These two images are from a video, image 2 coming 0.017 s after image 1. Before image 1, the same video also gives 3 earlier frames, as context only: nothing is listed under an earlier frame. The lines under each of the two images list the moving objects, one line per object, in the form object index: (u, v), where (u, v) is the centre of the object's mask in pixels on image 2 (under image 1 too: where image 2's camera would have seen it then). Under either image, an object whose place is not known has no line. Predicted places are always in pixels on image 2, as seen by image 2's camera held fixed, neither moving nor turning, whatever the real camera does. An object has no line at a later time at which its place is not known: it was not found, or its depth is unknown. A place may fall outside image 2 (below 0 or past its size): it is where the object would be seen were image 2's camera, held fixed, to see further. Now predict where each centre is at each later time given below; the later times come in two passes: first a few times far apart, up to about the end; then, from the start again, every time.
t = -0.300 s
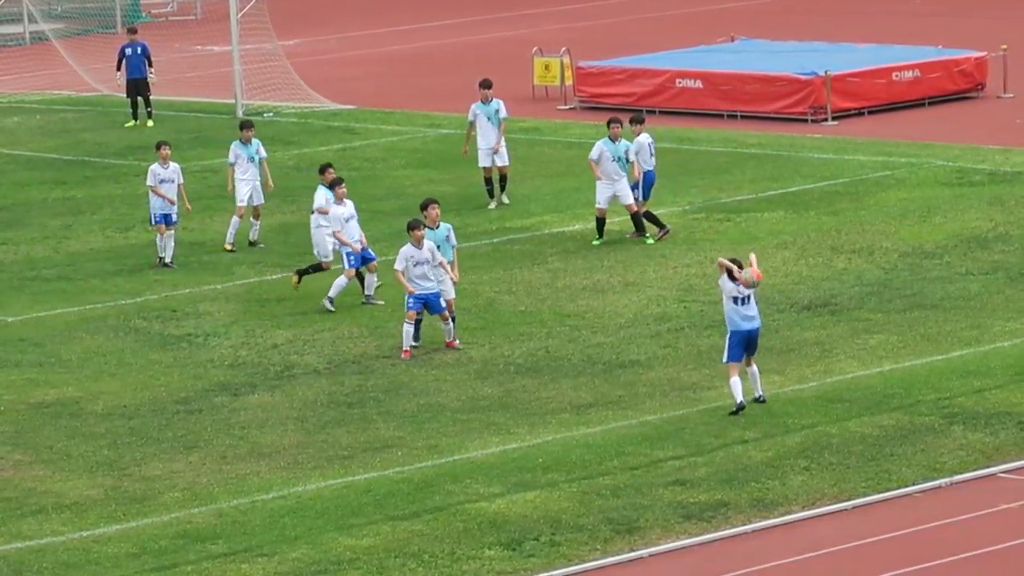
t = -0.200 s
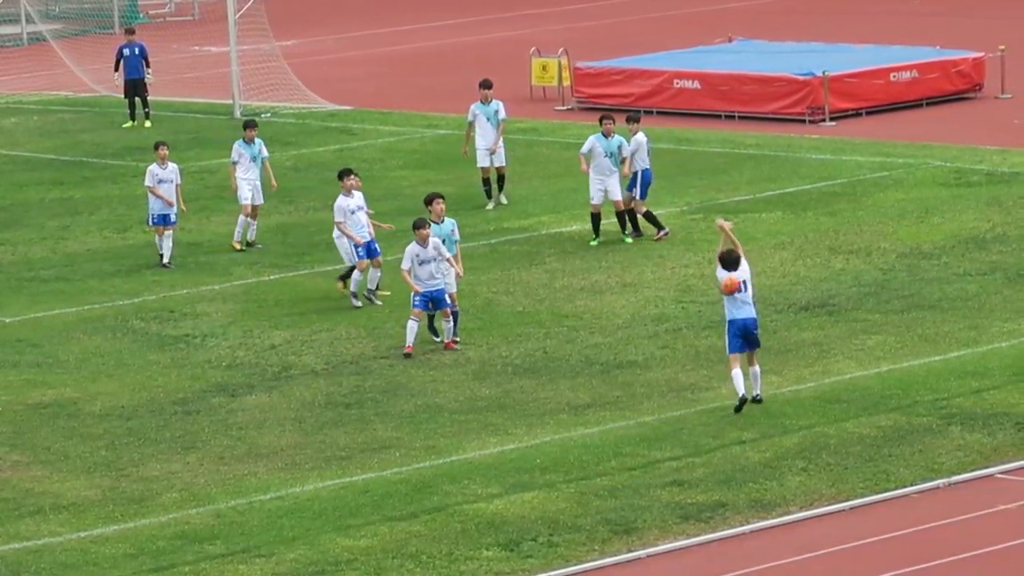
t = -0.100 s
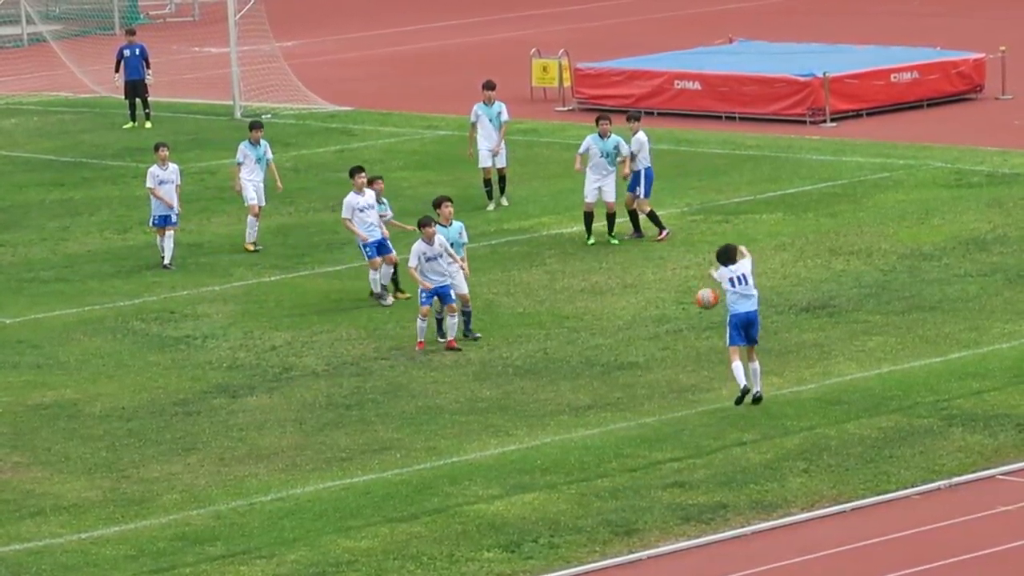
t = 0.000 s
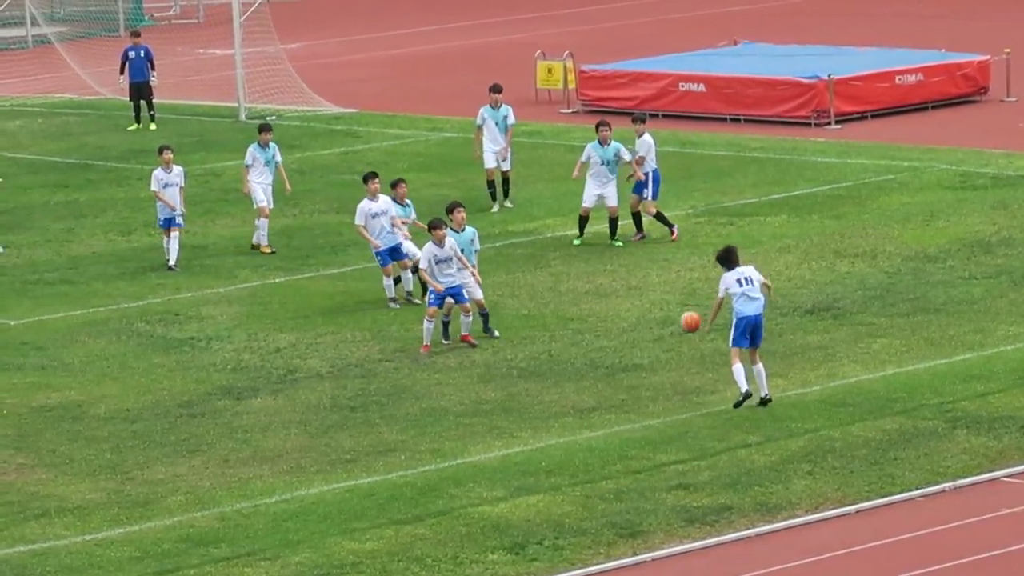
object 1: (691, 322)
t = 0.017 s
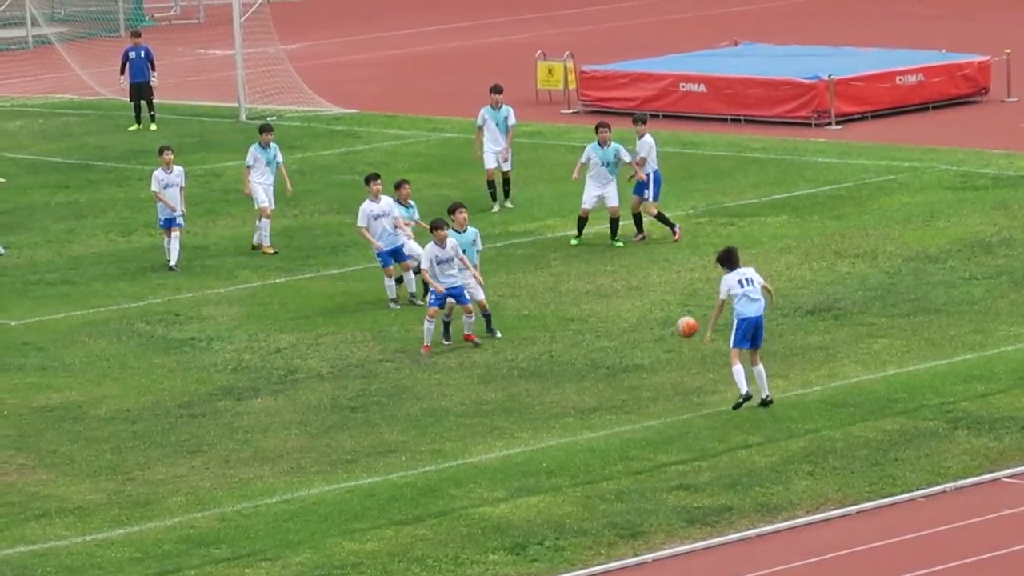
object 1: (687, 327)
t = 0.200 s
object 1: (651, 392)
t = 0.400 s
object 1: (611, 353)
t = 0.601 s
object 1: (576, 342)
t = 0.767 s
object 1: (548, 362)
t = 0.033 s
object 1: (683, 331)
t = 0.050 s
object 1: (680, 336)
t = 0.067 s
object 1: (676, 341)
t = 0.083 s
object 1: (672, 347)
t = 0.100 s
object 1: (669, 353)
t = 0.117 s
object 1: (666, 359)
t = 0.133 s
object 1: (663, 365)
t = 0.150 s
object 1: (660, 371)
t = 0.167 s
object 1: (657, 378)
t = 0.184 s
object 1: (654, 385)
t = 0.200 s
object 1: (651, 392)
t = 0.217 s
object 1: (647, 395)
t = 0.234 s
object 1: (644, 390)
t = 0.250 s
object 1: (640, 385)
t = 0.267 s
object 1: (637, 381)
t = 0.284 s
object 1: (634, 376)
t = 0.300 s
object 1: (630, 372)
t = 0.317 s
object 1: (627, 368)
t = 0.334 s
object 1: (624, 365)
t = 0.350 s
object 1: (621, 361)
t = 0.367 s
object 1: (618, 358)
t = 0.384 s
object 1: (614, 356)
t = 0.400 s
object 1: (611, 353)
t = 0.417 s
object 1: (609, 351)
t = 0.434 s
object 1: (605, 348)
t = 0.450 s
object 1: (603, 347)
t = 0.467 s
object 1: (600, 345)
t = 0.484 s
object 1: (596, 344)
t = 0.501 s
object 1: (594, 343)
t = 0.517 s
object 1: (591, 342)
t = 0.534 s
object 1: (588, 342)
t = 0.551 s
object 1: (585, 341)
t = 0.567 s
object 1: (582, 341)
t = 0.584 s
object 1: (579, 342)
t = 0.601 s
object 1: (576, 342)
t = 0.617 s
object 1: (573, 343)
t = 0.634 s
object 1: (570, 344)
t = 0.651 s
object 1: (567, 346)
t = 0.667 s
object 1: (564, 347)
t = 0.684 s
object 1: (561, 349)
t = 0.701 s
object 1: (559, 351)
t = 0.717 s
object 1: (556, 354)
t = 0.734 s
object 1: (553, 356)
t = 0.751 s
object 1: (551, 359)
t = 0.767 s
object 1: (548, 362)
